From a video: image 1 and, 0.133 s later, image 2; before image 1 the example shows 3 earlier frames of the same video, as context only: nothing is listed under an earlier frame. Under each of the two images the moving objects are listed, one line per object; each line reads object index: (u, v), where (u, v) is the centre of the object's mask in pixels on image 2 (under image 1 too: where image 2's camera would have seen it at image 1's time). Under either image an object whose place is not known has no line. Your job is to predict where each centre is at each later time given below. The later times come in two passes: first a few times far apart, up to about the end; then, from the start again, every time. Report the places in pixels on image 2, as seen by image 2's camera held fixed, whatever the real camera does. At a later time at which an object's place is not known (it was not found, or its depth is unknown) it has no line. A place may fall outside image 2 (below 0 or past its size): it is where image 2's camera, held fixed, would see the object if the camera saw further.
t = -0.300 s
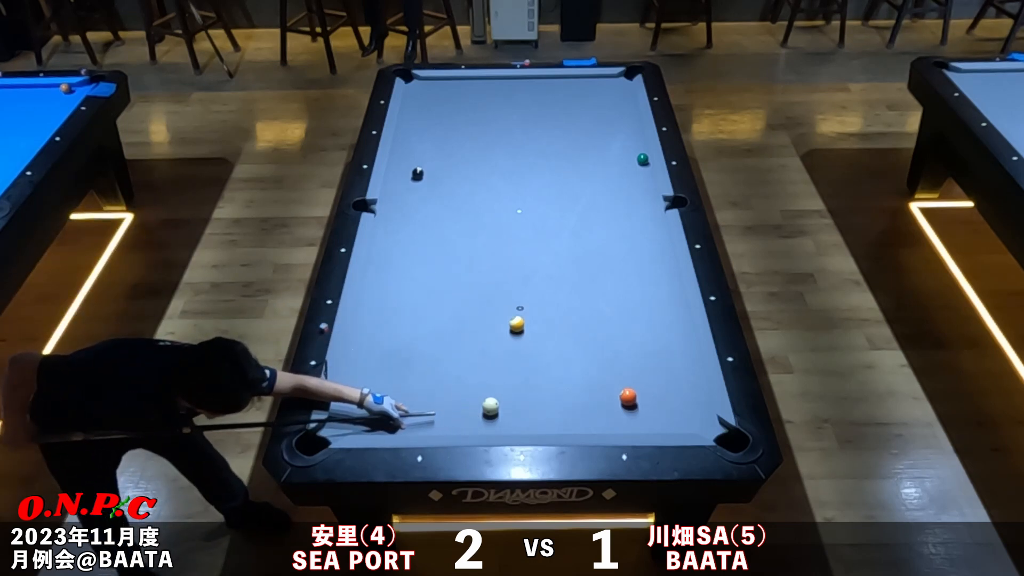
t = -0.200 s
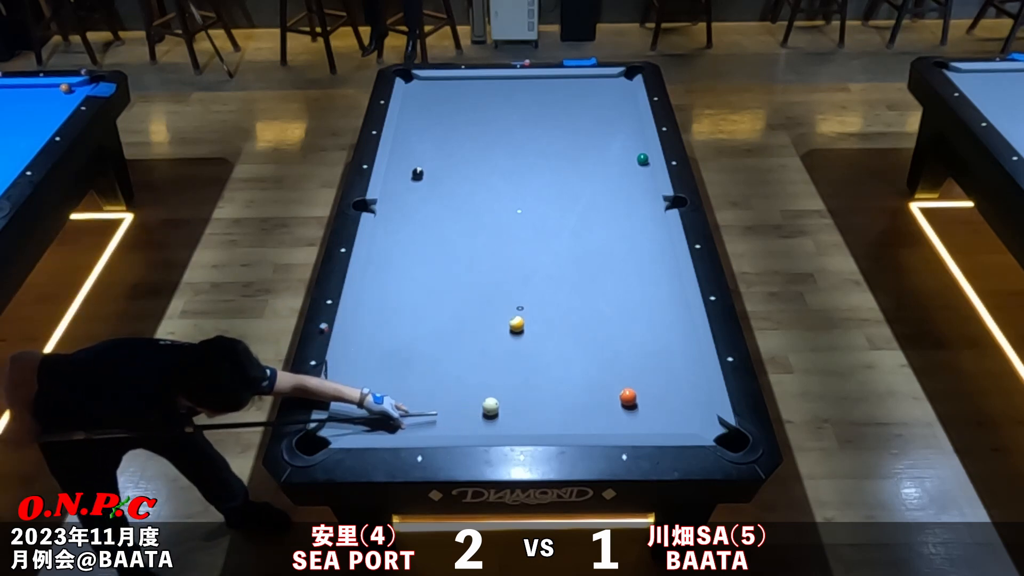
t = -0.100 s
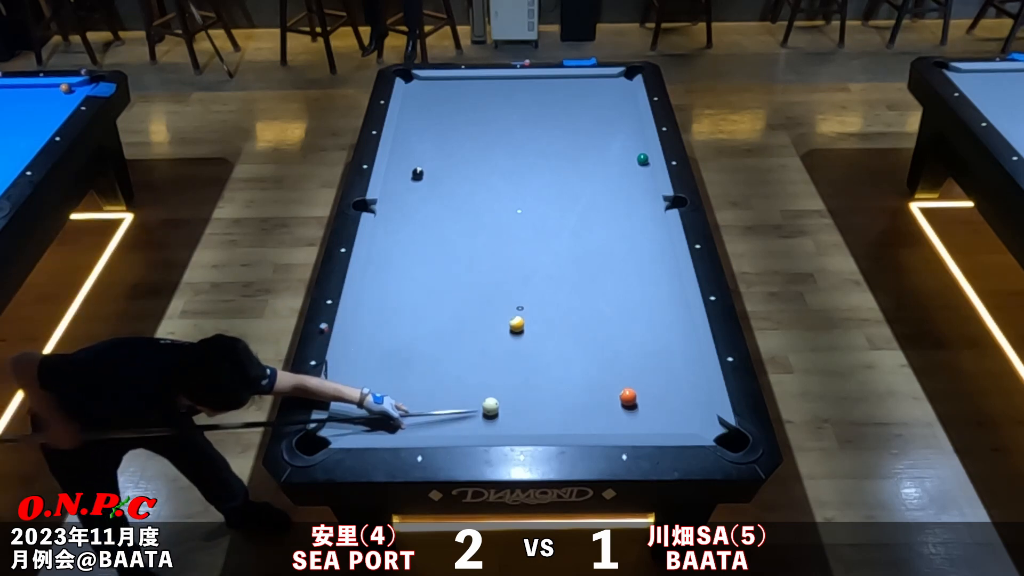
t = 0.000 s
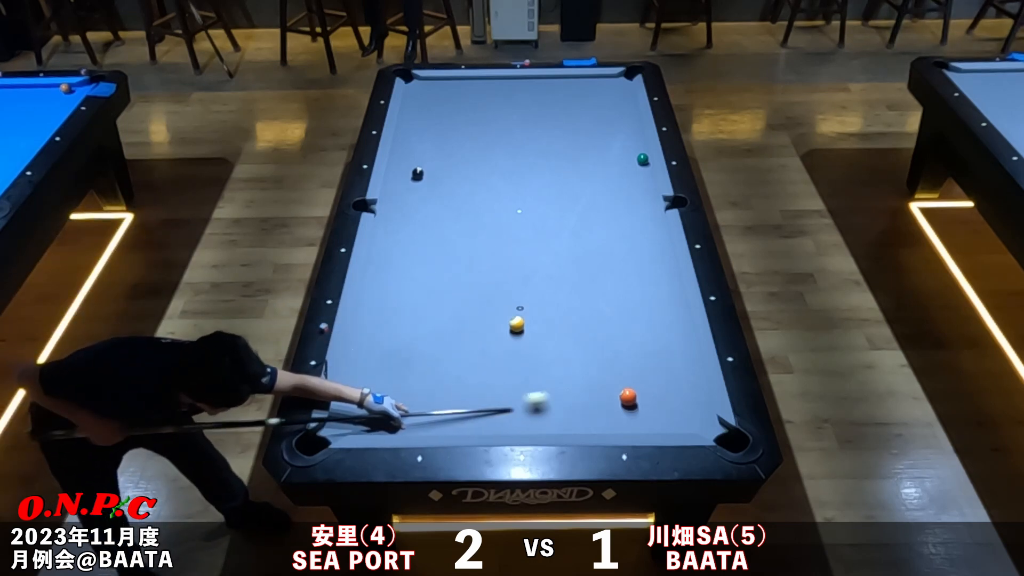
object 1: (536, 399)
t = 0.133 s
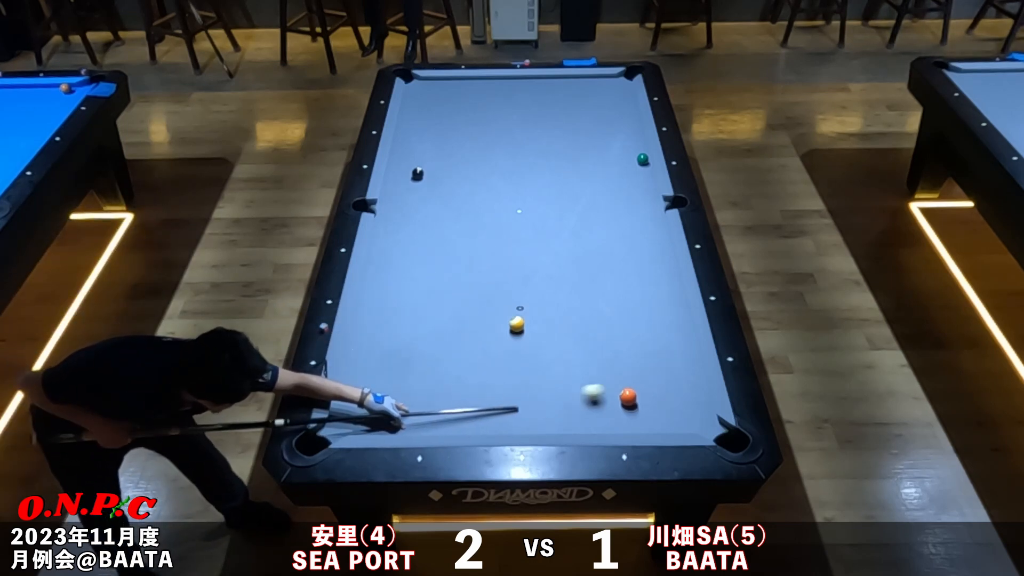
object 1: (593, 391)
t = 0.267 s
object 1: (619, 383)
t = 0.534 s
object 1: (638, 360)
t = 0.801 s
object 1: (654, 341)
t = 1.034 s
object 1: (668, 325)
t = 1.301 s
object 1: (682, 309)
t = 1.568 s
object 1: (671, 300)
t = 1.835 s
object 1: (661, 292)
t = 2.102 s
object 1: (653, 285)
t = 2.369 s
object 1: (646, 280)
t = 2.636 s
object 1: (641, 275)
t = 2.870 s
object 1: (637, 272)
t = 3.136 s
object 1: (633, 268)
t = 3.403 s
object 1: (631, 266)
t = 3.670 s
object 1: (629, 265)
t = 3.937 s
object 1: (629, 264)
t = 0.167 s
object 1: (604, 390)
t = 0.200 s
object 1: (613, 389)
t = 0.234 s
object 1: (617, 386)
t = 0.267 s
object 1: (619, 383)
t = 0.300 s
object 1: (621, 380)
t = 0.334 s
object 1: (624, 377)
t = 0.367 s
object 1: (626, 374)
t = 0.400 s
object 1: (629, 371)
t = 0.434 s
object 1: (631, 368)
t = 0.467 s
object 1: (633, 366)
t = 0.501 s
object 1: (635, 363)
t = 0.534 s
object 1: (638, 360)
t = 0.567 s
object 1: (640, 358)
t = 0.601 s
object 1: (642, 355)
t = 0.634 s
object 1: (644, 353)
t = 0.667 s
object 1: (646, 350)
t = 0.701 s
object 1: (649, 348)
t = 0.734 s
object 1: (651, 345)
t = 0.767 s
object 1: (653, 343)
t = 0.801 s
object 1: (654, 341)
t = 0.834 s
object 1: (657, 338)
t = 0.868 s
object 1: (659, 336)
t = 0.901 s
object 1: (661, 334)
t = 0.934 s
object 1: (662, 332)
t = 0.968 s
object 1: (664, 329)
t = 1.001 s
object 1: (666, 327)
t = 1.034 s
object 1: (668, 325)
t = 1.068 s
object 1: (670, 323)
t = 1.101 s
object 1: (672, 321)
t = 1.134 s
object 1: (673, 319)
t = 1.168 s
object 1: (675, 317)
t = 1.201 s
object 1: (677, 315)
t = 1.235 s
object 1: (679, 313)
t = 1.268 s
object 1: (680, 311)
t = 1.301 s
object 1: (682, 309)
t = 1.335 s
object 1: (680, 308)
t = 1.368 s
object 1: (679, 307)
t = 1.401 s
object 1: (678, 306)
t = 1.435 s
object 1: (676, 304)
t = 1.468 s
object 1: (675, 303)
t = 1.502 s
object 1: (673, 302)
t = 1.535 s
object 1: (672, 301)
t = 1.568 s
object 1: (671, 300)
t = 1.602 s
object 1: (669, 299)
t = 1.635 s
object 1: (668, 298)
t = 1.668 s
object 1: (667, 297)
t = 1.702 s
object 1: (666, 296)
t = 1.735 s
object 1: (665, 295)
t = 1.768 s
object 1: (664, 294)
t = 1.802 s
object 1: (662, 293)
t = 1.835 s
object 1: (661, 292)
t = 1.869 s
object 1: (661, 291)
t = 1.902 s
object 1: (659, 290)
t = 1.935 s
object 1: (658, 289)
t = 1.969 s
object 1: (657, 289)
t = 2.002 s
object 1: (656, 288)
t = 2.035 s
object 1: (655, 287)
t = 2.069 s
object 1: (654, 286)
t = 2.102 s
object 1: (653, 285)
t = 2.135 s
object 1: (652, 285)
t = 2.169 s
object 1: (651, 284)
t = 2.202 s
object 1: (650, 283)
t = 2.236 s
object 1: (650, 282)
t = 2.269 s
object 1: (649, 282)
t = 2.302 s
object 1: (648, 281)
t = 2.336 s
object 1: (647, 280)
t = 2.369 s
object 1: (646, 280)
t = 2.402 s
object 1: (645, 279)
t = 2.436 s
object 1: (645, 278)
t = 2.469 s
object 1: (644, 278)
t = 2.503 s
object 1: (643, 277)
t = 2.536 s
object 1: (642, 277)
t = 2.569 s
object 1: (642, 276)
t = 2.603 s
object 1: (641, 276)
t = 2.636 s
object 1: (641, 275)
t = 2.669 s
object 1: (640, 274)
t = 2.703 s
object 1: (639, 274)
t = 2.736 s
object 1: (639, 274)
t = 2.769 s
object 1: (638, 273)
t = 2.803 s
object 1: (638, 272)
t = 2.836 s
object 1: (637, 272)
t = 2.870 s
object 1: (637, 272)
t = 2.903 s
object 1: (636, 271)
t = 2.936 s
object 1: (636, 271)
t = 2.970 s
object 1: (635, 270)
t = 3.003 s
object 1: (635, 270)
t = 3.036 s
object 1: (634, 269)
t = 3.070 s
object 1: (634, 269)
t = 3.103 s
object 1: (634, 269)
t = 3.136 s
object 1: (633, 268)
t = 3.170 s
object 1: (633, 268)
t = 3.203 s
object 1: (633, 268)
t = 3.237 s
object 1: (633, 268)
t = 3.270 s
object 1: (632, 267)
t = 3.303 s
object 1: (632, 267)
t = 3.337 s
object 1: (632, 267)
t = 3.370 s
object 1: (631, 266)
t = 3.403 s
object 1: (631, 266)
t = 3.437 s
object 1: (631, 266)
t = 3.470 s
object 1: (630, 266)
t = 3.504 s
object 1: (630, 266)
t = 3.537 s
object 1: (630, 265)
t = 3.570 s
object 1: (630, 265)
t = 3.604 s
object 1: (630, 265)
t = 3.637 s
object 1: (630, 265)
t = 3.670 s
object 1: (629, 265)
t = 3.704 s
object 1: (629, 265)
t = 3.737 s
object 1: (629, 265)
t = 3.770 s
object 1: (629, 265)
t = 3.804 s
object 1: (629, 264)
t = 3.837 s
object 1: (629, 264)
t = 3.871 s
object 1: (629, 264)
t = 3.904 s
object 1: (629, 264)
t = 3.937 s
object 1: (629, 264)
